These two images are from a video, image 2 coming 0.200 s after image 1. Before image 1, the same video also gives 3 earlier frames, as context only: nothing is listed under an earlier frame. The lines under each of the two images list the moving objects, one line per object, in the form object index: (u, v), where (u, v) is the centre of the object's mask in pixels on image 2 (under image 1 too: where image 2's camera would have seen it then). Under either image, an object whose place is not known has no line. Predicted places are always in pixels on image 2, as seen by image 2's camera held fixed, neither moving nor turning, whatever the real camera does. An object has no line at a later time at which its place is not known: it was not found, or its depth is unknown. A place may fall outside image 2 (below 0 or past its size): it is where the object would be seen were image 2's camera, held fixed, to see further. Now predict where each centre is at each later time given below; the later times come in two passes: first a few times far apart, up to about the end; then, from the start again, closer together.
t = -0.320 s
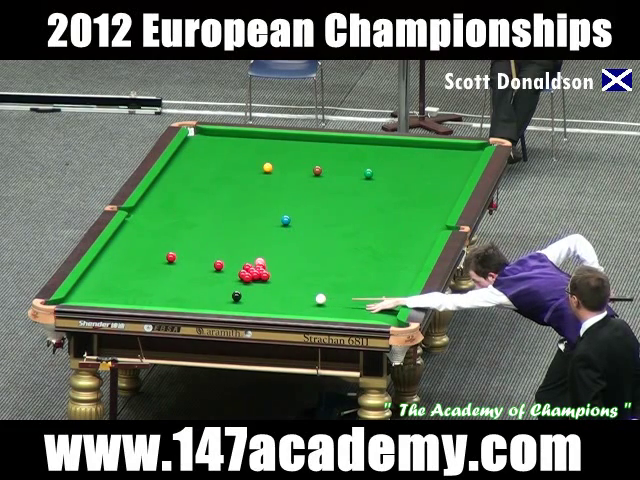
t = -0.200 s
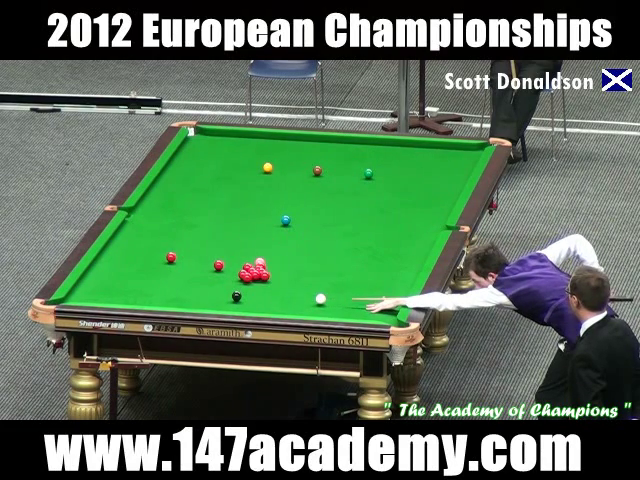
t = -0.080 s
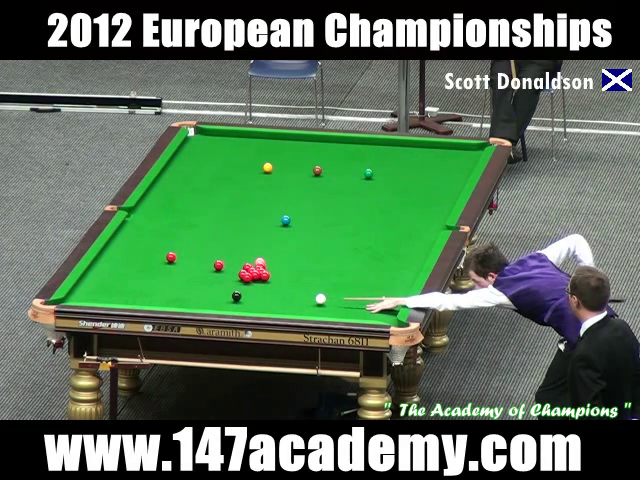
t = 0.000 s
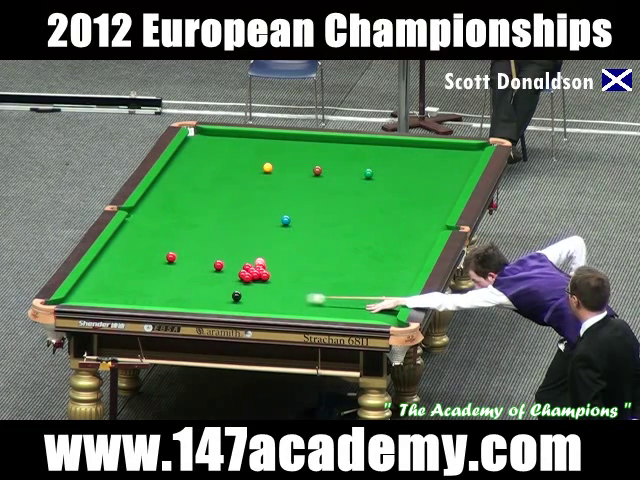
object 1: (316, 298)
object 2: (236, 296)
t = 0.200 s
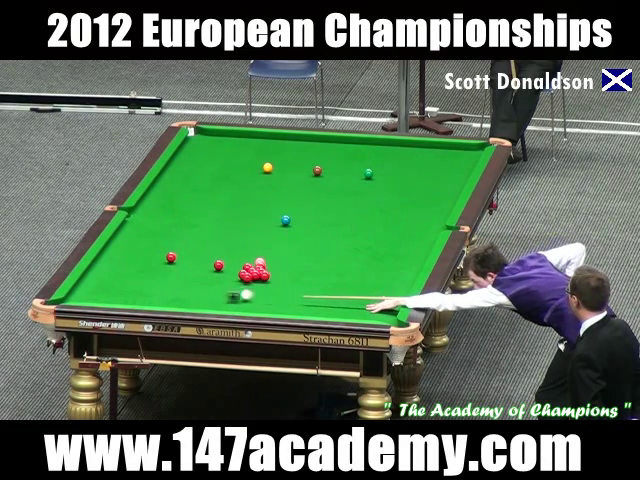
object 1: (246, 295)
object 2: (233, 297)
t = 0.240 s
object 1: (244, 294)
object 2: (222, 297)
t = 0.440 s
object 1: (228, 288)
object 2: (173, 299)
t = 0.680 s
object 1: (204, 281)
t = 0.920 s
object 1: (181, 275)
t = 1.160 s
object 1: (158, 269)
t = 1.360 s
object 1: (140, 265)
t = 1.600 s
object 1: (120, 259)
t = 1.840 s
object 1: (105, 254)
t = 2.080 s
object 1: (121, 252)
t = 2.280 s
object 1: (134, 250)
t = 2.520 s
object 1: (146, 248)
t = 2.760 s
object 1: (161, 247)
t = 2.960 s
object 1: (171, 245)
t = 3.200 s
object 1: (181, 244)
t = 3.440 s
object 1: (191, 243)
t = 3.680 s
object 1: (201, 242)
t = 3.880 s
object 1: (208, 241)
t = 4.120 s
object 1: (215, 240)
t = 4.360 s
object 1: (222, 239)
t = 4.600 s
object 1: (228, 238)
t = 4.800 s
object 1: (232, 237)
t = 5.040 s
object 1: (236, 237)
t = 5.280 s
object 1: (240, 236)
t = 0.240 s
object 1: (244, 294)
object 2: (222, 297)
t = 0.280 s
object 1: (242, 292)
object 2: (211, 298)
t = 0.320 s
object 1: (240, 291)
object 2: (200, 298)
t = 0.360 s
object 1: (236, 290)
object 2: (190, 298)
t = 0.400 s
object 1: (232, 289)
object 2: (181, 299)
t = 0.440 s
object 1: (228, 288)
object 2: (173, 299)
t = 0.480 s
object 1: (224, 286)
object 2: (164, 299)
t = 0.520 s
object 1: (220, 285)
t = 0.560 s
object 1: (216, 285)
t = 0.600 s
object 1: (212, 283)
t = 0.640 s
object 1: (208, 282)
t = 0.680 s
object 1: (204, 281)
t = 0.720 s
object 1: (200, 280)
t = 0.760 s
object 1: (196, 279)
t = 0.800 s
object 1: (193, 278)
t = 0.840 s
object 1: (189, 277)
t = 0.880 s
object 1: (185, 276)
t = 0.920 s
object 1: (181, 275)
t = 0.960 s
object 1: (177, 274)
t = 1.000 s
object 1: (173, 273)
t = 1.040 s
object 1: (169, 272)
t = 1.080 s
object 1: (166, 271)
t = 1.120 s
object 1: (162, 270)
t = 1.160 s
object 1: (158, 269)
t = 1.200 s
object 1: (155, 268)
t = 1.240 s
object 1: (151, 267)
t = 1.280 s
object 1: (148, 266)
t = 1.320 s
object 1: (144, 265)
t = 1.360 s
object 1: (140, 265)
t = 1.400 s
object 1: (137, 263)
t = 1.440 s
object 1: (133, 263)
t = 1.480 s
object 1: (130, 261)
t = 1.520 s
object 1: (127, 261)
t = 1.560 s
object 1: (123, 260)
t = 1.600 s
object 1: (120, 259)
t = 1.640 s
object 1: (116, 258)
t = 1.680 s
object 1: (113, 257)
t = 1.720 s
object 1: (109, 256)
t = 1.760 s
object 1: (106, 255)
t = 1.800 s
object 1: (103, 254)
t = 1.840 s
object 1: (105, 254)
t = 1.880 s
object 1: (108, 254)
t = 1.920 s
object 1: (111, 253)
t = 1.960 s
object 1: (113, 253)
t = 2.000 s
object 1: (116, 253)
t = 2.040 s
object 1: (118, 252)
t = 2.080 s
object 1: (121, 252)
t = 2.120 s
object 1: (124, 252)
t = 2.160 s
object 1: (126, 251)
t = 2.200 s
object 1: (129, 251)
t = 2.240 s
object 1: (131, 251)
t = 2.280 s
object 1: (134, 250)
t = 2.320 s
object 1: (136, 250)
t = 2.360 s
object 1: (138, 250)
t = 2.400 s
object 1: (141, 250)
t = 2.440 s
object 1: (143, 249)
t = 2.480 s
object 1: (145, 249)
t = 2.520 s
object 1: (146, 248)
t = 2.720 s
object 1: (159, 247)
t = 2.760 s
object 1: (161, 247)
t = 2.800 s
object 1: (163, 247)
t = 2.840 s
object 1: (164, 246)
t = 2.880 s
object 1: (166, 246)
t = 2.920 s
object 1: (168, 246)
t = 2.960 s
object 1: (171, 245)
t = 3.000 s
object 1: (172, 245)
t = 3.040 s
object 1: (174, 245)
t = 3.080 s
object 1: (176, 245)
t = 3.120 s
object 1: (178, 245)
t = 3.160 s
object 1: (180, 245)
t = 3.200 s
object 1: (181, 244)
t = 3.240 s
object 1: (183, 244)
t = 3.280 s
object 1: (185, 244)
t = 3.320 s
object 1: (187, 243)
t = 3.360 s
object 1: (188, 243)
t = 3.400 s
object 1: (190, 243)
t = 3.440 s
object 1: (191, 243)
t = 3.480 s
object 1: (193, 242)
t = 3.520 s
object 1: (195, 242)
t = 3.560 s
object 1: (196, 242)
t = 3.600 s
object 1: (198, 242)
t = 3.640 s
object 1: (199, 242)
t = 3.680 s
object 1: (201, 242)
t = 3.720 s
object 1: (202, 242)
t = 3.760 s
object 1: (203, 241)
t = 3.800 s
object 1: (205, 241)
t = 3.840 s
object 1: (206, 241)
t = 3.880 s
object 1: (208, 241)
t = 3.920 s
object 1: (209, 241)
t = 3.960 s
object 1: (210, 241)
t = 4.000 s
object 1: (212, 240)
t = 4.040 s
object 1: (213, 240)
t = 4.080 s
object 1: (214, 240)
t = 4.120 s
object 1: (215, 240)
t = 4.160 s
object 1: (217, 240)
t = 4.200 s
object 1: (218, 239)
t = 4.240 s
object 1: (219, 239)
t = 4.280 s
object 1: (220, 239)
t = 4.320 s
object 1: (221, 239)
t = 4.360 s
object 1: (222, 239)
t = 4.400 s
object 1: (223, 238)
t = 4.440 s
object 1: (224, 238)
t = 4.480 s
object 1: (225, 238)
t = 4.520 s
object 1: (226, 238)
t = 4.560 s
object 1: (227, 238)
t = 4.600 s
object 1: (228, 238)
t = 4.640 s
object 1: (229, 238)
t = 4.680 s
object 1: (229, 238)
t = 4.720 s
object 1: (230, 238)
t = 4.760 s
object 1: (231, 237)
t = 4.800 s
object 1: (232, 237)
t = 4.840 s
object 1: (233, 237)
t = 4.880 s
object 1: (234, 237)
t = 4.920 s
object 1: (234, 237)
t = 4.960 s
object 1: (235, 237)
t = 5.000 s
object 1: (236, 237)
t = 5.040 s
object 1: (236, 237)
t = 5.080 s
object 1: (237, 237)
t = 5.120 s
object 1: (238, 237)
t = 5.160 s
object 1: (238, 237)
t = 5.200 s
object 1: (239, 237)
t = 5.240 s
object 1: (239, 236)
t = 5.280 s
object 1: (240, 236)
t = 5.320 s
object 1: (241, 236)
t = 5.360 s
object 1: (241, 236)
